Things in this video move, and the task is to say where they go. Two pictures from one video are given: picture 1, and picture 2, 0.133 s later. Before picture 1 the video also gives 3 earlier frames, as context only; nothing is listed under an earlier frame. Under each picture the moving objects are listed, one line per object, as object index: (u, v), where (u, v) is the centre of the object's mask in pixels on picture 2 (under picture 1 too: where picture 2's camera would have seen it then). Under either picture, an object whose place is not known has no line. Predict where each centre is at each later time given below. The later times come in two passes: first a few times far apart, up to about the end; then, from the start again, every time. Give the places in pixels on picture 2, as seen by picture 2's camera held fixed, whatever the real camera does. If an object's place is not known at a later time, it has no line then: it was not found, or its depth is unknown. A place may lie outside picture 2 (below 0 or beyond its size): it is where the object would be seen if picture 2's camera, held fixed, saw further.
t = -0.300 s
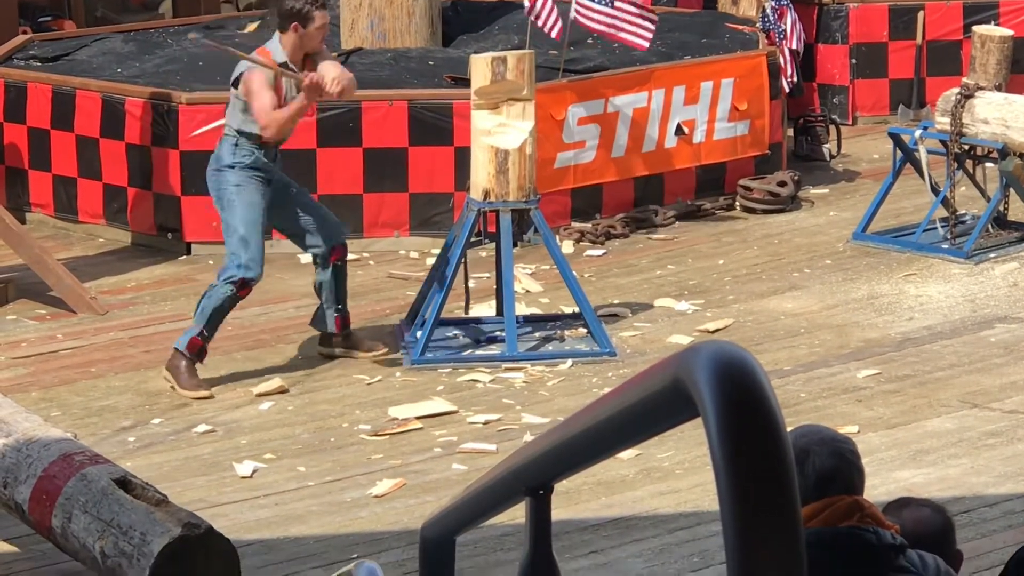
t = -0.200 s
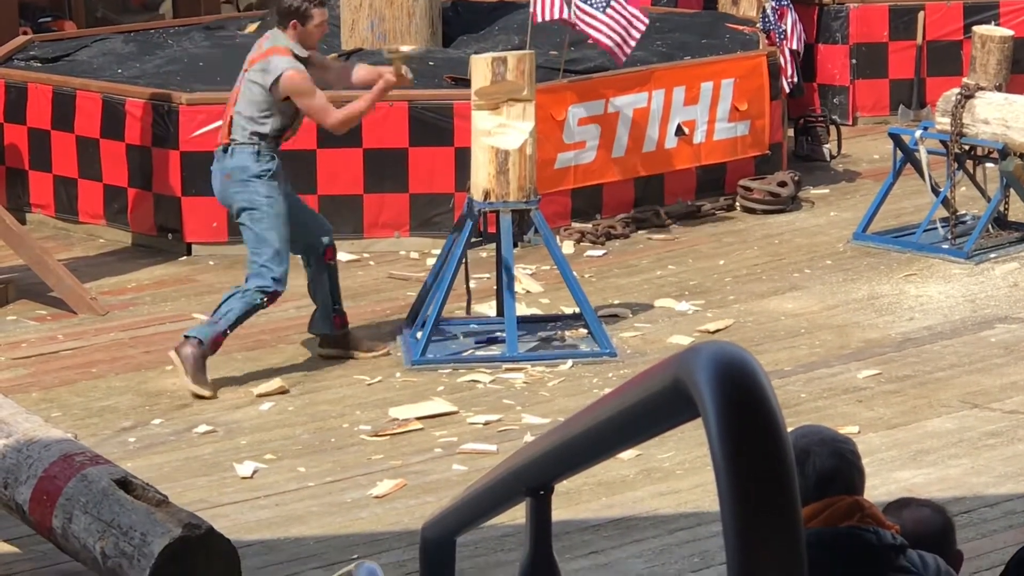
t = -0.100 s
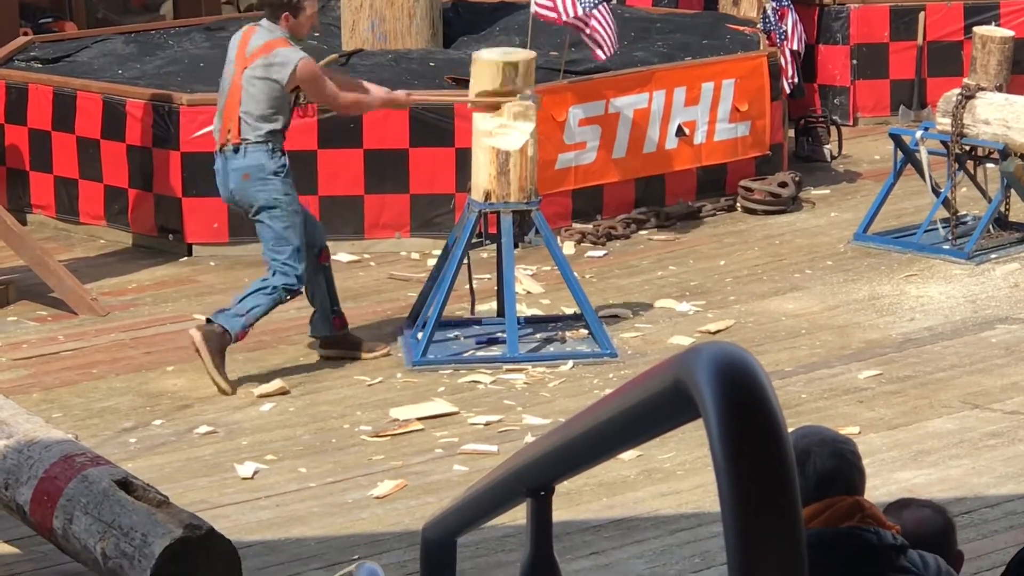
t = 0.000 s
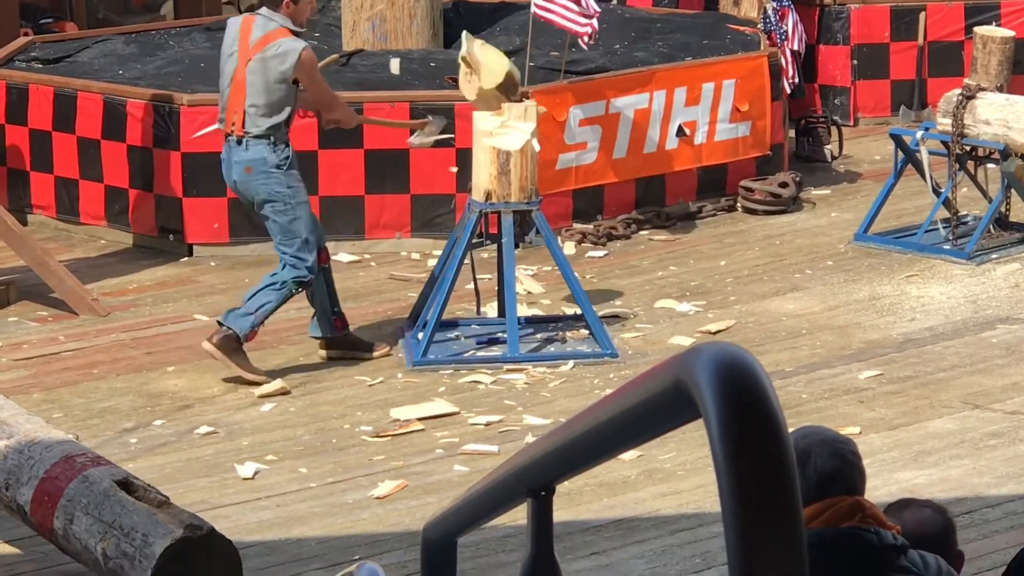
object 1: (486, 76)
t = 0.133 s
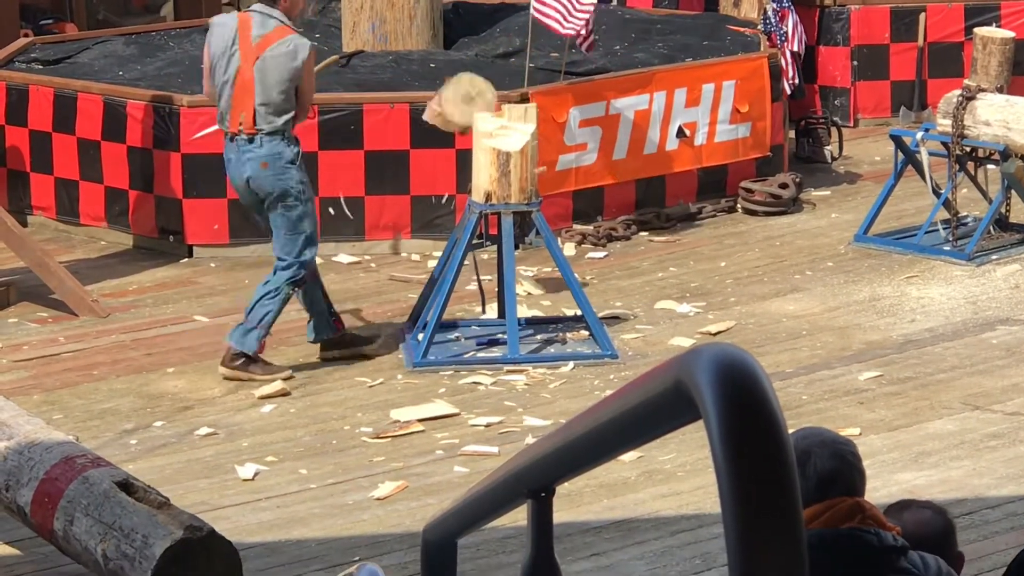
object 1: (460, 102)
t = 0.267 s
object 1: (443, 166)
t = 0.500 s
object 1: (424, 225)
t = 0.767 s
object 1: (413, 227)
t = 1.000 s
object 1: (412, 232)
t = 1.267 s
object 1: (431, 235)
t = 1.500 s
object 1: (430, 233)
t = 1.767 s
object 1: (429, 234)
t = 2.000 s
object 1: (429, 234)
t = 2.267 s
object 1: (429, 234)
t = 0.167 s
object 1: (449, 117)
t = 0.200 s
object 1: (448, 129)
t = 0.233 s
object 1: (445, 146)
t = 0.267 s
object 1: (443, 166)
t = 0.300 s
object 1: (436, 189)
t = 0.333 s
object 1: (429, 212)
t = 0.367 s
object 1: (422, 237)
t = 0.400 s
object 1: (422, 239)
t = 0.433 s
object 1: (417, 234)
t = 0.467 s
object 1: (420, 224)
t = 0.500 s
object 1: (424, 225)
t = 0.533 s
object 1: (425, 214)
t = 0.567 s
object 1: (425, 218)
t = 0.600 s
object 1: (427, 218)
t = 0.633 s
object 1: (426, 228)
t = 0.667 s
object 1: (423, 228)
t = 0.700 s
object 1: (419, 228)
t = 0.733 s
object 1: (415, 228)
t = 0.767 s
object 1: (413, 227)
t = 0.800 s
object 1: (411, 227)
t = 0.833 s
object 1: (409, 227)
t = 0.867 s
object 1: (408, 228)
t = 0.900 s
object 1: (408, 228)
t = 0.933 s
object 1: (409, 230)
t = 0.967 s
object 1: (410, 231)
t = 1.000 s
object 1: (412, 232)
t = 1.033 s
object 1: (414, 233)
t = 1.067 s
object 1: (416, 234)
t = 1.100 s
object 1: (418, 235)
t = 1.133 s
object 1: (420, 236)
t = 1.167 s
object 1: (423, 237)
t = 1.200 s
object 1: (425, 236)
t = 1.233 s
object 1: (428, 236)
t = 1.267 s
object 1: (431, 235)
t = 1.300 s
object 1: (432, 234)
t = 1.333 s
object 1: (433, 233)
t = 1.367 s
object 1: (433, 233)
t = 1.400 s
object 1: (433, 234)
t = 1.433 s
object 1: (432, 234)
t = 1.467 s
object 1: (431, 234)
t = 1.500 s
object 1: (430, 233)
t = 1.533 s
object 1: (430, 233)
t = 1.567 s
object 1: (429, 233)
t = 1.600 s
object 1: (430, 234)
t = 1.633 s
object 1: (430, 234)
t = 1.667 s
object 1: (430, 234)
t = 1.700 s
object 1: (429, 234)
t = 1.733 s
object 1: (429, 234)
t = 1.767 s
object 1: (429, 234)
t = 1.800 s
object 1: (430, 234)
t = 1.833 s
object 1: (429, 234)
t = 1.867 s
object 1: (429, 234)
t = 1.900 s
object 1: (429, 234)
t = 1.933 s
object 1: (429, 234)
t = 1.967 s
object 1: (429, 234)
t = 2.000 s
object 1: (429, 234)
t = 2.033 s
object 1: (429, 233)
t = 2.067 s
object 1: (429, 233)
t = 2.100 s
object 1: (429, 234)
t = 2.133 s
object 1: (429, 233)
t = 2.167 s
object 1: (429, 234)
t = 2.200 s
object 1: (429, 234)
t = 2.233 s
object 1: (429, 234)
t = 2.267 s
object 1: (429, 234)
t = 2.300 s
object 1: (429, 234)
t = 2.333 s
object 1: (429, 233)
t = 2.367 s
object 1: (429, 234)
